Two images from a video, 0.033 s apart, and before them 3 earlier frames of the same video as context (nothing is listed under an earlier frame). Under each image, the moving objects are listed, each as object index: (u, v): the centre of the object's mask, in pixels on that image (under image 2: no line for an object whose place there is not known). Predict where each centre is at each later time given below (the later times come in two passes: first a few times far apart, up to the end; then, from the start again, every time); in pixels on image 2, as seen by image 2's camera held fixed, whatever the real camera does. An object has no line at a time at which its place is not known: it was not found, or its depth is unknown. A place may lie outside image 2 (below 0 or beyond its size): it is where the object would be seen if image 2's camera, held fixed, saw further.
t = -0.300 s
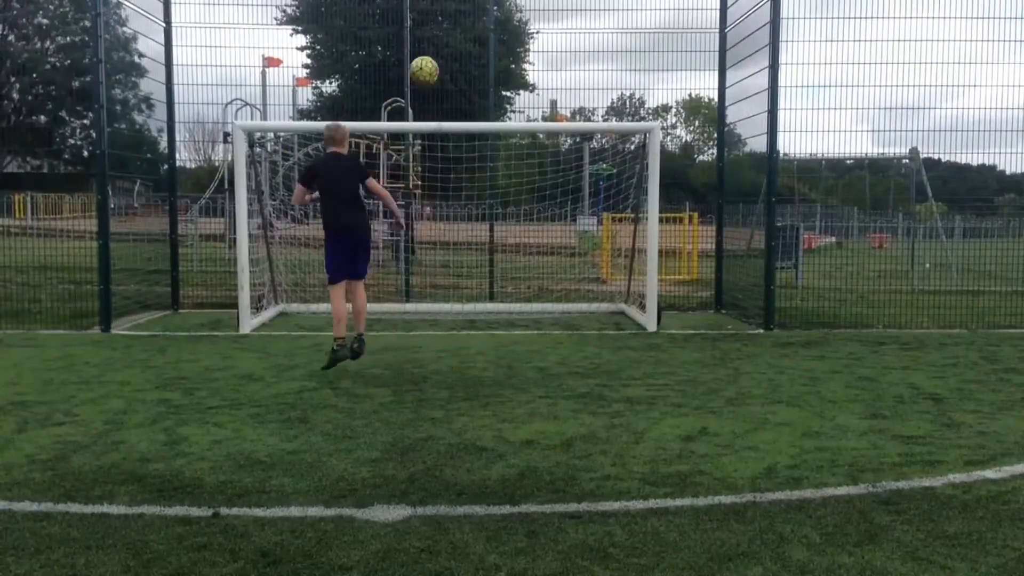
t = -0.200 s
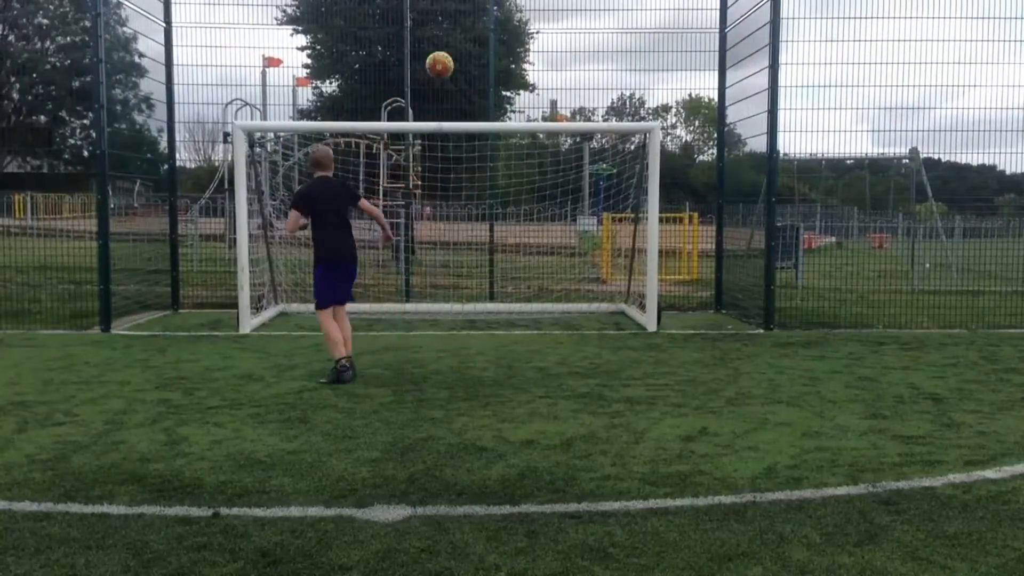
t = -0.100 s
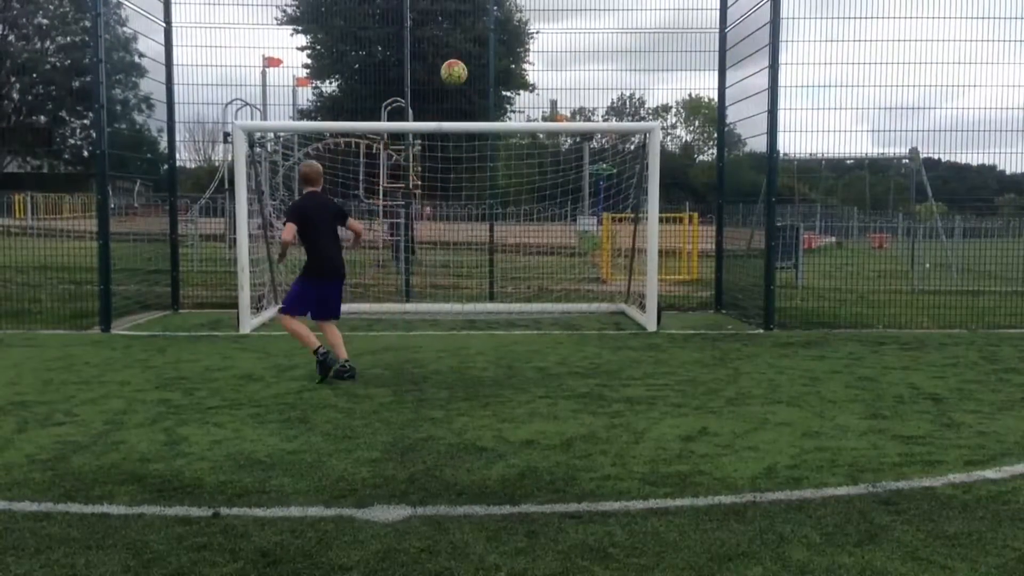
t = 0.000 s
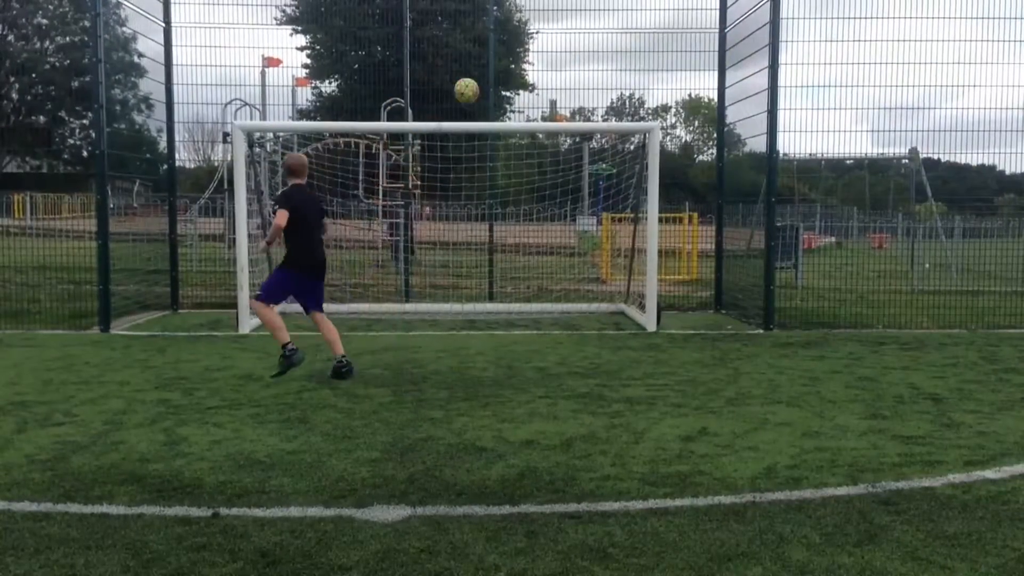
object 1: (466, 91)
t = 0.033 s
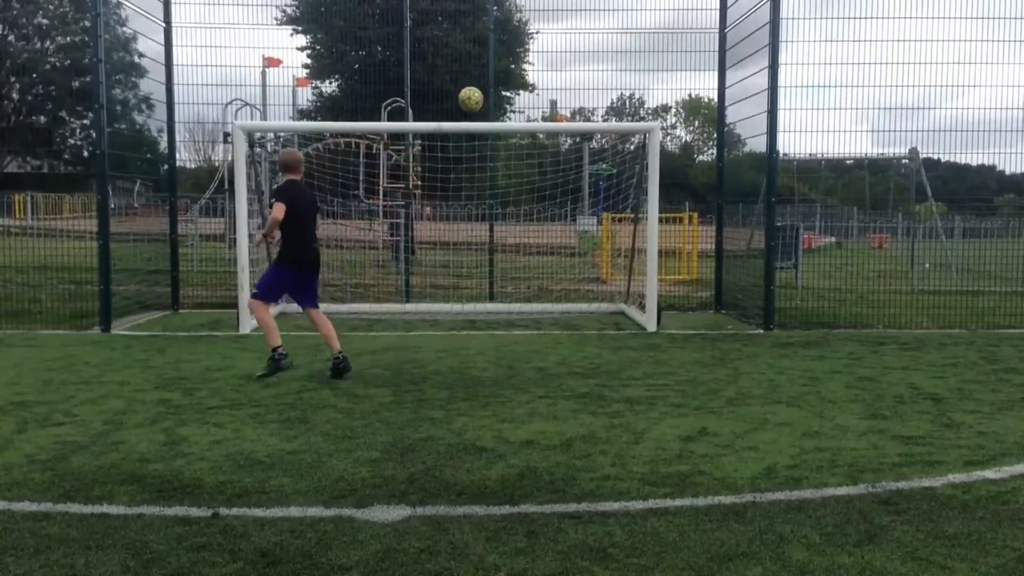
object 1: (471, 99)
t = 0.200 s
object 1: (487, 112)
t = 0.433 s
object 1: (508, 123)
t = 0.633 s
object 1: (531, 193)
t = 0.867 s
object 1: (561, 361)
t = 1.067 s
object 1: (576, 270)
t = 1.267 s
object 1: (593, 228)
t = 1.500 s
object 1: (619, 257)
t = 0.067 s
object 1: (475, 108)
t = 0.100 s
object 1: (479, 119)
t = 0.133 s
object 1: (481, 119)
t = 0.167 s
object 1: (484, 115)
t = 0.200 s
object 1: (487, 112)
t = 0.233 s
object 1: (489, 110)
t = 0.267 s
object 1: (492, 109)
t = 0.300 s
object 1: (495, 109)
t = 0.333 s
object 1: (498, 111)
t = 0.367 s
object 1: (501, 114)
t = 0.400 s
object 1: (505, 119)
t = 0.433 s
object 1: (508, 123)
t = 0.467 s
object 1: (512, 131)
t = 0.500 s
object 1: (515, 141)
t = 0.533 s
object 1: (519, 150)
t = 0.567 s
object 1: (523, 163)
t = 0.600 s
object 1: (527, 178)
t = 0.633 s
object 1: (531, 193)
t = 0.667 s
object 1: (535, 212)
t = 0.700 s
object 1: (538, 231)
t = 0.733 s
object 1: (542, 254)
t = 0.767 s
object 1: (547, 278)
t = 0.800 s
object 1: (552, 305)
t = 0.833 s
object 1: (556, 334)
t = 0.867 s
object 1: (561, 361)
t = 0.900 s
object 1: (562, 344)
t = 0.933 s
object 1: (565, 326)
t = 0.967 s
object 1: (567, 310)
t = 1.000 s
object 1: (570, 296)
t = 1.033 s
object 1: (573, 282)
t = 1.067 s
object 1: (576, 270)
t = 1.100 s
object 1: (578, 260)
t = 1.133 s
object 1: (581, 250)
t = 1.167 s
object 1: (583, 243)
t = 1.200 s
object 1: (587, 237)
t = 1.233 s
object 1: (590, 231)
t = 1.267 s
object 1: (593, 228)
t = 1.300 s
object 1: (596, 227)
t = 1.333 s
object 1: (600, 228)
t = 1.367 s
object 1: (604, 230)
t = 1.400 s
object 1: (608, 233)
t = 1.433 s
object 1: (611, 239)
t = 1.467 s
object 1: (615, 248)
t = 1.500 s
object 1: (619, 257)
